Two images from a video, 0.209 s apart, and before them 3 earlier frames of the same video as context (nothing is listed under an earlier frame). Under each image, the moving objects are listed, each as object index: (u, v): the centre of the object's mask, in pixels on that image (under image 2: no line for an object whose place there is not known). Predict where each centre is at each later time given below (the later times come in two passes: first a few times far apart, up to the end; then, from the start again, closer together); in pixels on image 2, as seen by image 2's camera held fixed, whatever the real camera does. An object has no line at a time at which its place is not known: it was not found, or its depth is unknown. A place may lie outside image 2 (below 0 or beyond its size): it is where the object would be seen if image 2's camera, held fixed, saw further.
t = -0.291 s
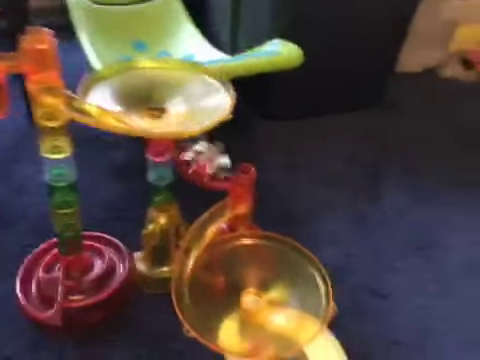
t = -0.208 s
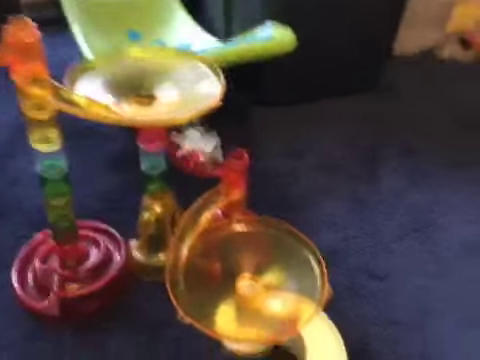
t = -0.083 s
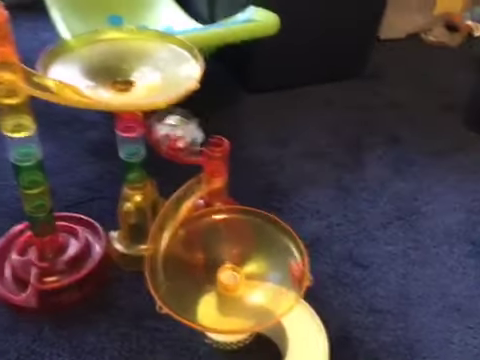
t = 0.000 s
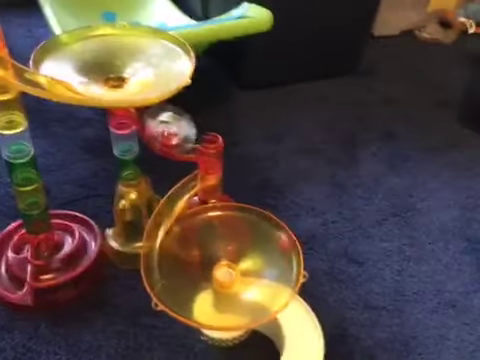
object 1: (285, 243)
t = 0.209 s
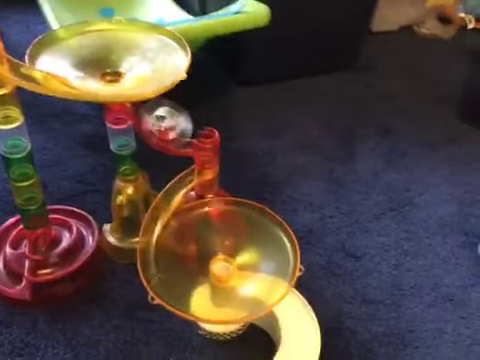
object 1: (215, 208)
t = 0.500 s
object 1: (166, 279)
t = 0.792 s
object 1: (256, 303)
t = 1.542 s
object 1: (172, 259)
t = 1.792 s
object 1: (202, 301)
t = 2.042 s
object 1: (259, 280)
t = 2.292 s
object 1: (230, 228)
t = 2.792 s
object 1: (210, 288)
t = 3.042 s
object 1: (260, 266)
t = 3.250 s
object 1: (223, 234)
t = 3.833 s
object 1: (239, 280)
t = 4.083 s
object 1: (244, 237)
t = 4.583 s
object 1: (228, 287)
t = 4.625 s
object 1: (233, 283)
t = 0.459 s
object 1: (161, 265)
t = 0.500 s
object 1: (166, 279)
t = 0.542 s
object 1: (172, 291)
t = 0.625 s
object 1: (195, 307)
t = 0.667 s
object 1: (214, 310)
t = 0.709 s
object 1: (226, 311)
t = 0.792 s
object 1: (256, 303)
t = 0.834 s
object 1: (268, 296)
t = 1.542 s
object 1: (172, 259)
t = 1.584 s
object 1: (171, 268)
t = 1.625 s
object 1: (173, 276)
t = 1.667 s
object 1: (179, 285)
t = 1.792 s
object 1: (202, 301)
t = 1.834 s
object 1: (213, 304)
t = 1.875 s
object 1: (225, 303)
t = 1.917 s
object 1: (234, 301)
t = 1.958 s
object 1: (243, 298)
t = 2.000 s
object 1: (250, 290)
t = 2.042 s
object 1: (259, 280)
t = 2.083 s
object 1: (263, 271)
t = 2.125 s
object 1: (261, 263)
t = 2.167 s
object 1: (259, 254)
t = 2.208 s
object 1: (252, 243)
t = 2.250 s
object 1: (242, 235)
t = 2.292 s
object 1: (230, 228)
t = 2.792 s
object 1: (210, 288)
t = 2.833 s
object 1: (222, 291)
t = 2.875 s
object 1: (234, 289)
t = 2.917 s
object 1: (242, 287)
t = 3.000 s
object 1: (258, 272)
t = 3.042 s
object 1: (260, 266)
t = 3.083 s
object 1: (261, 260)
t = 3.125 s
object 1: (255, 250)
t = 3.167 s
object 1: (248, 242)
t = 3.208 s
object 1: (236, 236)
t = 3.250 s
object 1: (223, 234)
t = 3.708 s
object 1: (201, 284)
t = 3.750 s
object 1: (215, 285)
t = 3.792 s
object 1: (227, 285)
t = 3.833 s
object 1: (239, 280)
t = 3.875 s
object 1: (247, 272)
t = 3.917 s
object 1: (254, 266)
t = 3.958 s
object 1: (257, 259)
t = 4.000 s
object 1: (255, 251)
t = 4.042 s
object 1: (250, 242)
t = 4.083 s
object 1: (244, 237)
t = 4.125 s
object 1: (234, 233)
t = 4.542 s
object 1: (219, 287)
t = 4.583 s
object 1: (228, 287)
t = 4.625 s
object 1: (233, 283)
